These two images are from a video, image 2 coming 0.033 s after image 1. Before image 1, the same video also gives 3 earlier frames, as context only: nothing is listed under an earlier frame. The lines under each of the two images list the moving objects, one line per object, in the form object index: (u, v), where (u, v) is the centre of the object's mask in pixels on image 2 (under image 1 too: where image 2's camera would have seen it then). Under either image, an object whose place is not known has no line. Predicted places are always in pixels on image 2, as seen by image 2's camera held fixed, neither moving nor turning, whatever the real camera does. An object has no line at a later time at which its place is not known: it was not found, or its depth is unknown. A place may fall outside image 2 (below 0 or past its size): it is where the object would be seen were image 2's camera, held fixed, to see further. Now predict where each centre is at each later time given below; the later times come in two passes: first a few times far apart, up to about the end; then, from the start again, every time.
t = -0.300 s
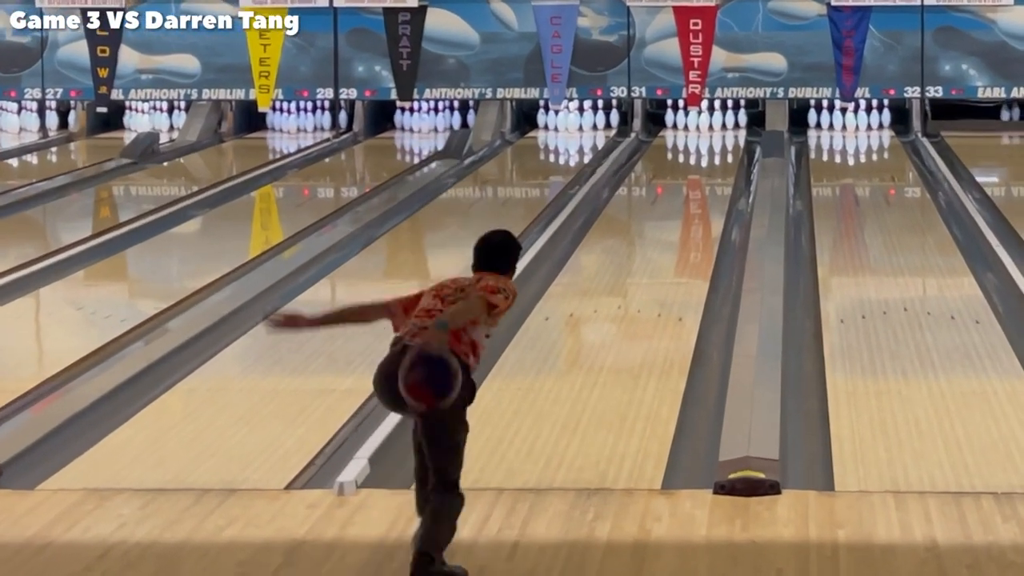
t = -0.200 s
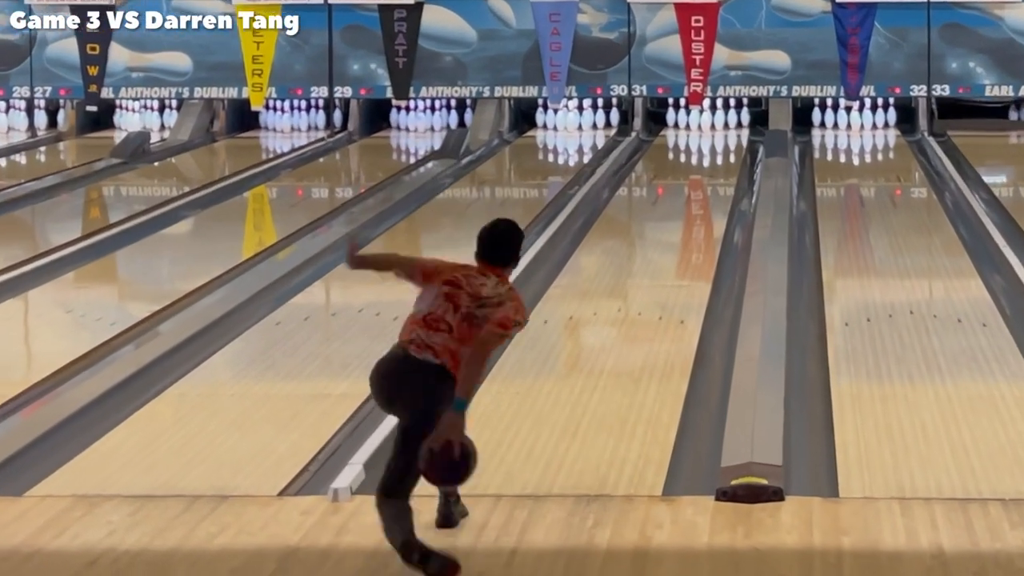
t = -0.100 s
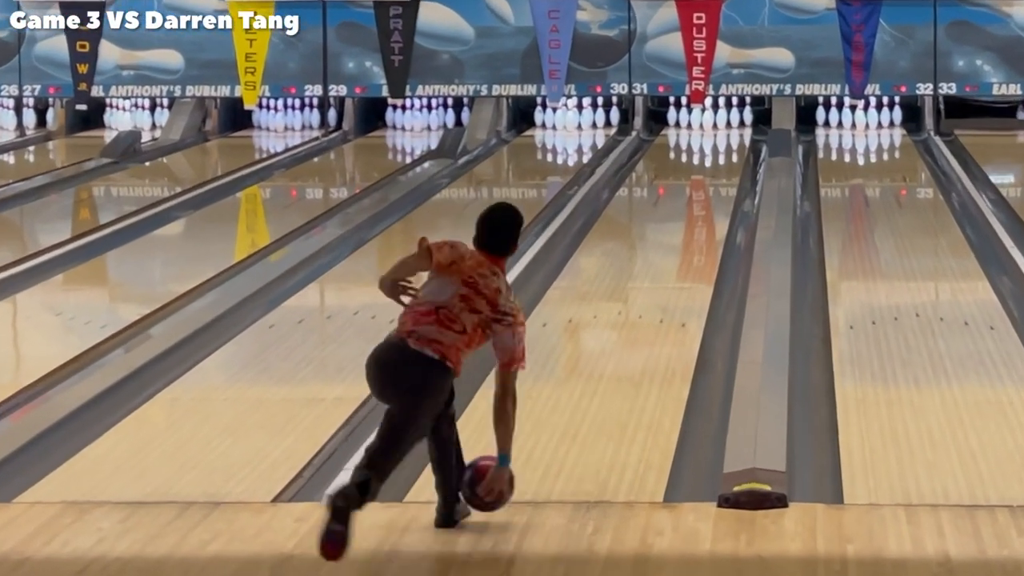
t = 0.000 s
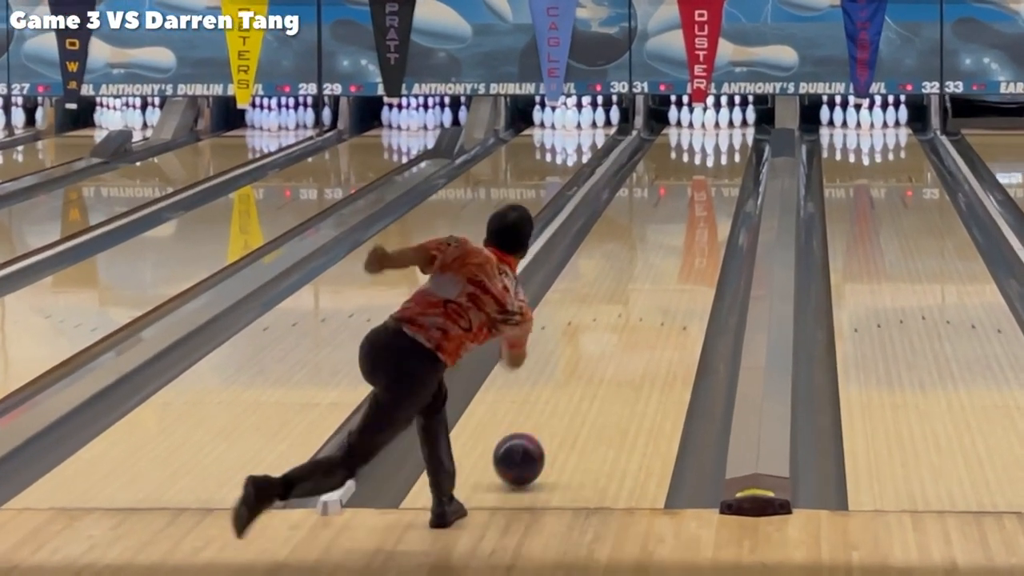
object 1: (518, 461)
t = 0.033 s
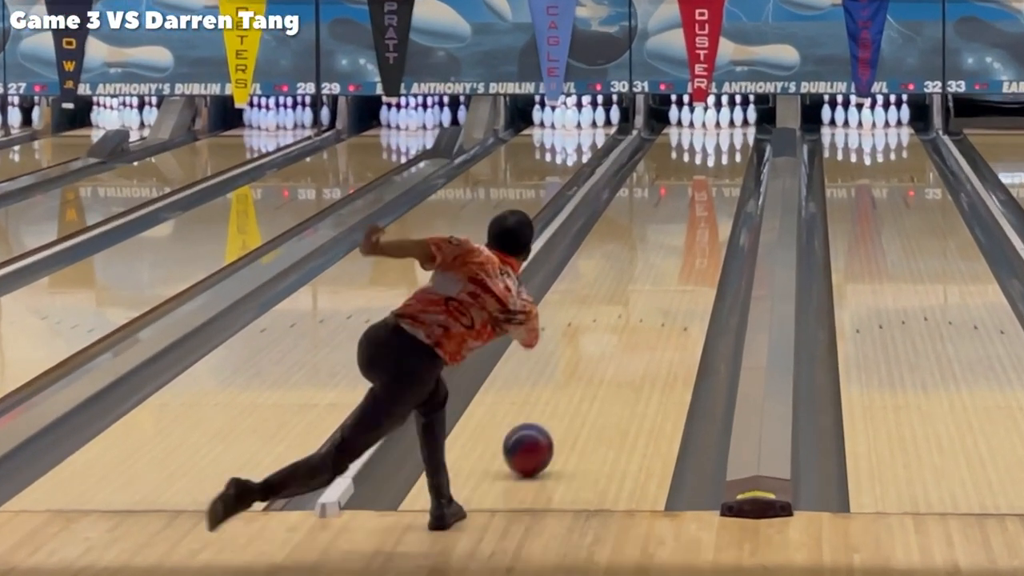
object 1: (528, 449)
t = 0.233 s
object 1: (577, 382)
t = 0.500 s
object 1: (625, 316)
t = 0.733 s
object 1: (658, 273)
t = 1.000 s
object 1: (686, 234)
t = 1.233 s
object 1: (704, 206)
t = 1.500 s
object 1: (720, 179)
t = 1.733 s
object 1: (729, 161)
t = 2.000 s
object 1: (731, 144)
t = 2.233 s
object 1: (727, 130)
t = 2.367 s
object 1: (722, 124)
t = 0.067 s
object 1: (537, 436)
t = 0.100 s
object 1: (546, 424)
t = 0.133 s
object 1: (554, 413)
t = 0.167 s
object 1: (562, 402)
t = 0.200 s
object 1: (570, 391)
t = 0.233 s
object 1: (577, 382)
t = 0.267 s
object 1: (584, 372)
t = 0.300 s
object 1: (591, 363)
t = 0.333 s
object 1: (597, 354)
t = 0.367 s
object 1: (603, 346)
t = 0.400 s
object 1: (611, 338)
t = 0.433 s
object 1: (615, 330)
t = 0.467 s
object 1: (621, 323)
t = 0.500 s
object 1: (625, 316)
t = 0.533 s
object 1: (631, 309)
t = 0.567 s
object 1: (636, 302)
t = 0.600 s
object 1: (640, 296)
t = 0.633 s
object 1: (645, 290)
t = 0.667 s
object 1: (649, 284)
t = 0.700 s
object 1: (653, 279)
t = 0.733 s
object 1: (658, 273)
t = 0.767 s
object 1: (661, 267)
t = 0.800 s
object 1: (665, 262)
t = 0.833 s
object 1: (669, 257)
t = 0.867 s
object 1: (673, 252)
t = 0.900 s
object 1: (676, 247)
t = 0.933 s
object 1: (680, 242)
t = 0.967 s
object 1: (683, 238)
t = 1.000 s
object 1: (686, 234)
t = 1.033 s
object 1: (689, 229)
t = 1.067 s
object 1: (692, 225)
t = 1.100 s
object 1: (694, 221)
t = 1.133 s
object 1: (697, 217)
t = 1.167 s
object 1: (699, 213)
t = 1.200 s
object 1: (702, 209)
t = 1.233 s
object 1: (704, 206)
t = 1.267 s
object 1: (706, 202)
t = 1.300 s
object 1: (709, 199)
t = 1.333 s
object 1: (711, 195)
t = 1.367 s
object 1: (713, 192)
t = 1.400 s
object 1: (715, 189)
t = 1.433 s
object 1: (716, 186)
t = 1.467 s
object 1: (718, 183)
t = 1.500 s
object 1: (720, 179)
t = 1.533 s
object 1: (721, 177)
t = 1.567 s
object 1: (723, 174)
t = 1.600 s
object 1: (724, 171)
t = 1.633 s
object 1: (726, 169)
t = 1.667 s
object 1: (726, 166)
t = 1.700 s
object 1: (728, 164)
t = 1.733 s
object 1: (729, 161)
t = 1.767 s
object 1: (729, 159)
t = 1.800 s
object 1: (730, 156)
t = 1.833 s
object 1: (731, 154)
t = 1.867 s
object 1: (731, 152)
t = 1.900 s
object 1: (731, 150)
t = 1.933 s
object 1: (731, 148)
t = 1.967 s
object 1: (731, 146)
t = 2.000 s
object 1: (731, 144)
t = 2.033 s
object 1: (731, 142)
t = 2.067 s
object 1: (730, 140)
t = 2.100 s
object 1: (730, 138)
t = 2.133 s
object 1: (729, 136)
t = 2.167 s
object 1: (729, 134)
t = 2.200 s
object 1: (728, 132)
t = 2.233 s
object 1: (727, 130)
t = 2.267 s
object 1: (727, 129)
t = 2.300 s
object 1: (725, 127)
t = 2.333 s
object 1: (724, 125)
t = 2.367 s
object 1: (722, 124)
